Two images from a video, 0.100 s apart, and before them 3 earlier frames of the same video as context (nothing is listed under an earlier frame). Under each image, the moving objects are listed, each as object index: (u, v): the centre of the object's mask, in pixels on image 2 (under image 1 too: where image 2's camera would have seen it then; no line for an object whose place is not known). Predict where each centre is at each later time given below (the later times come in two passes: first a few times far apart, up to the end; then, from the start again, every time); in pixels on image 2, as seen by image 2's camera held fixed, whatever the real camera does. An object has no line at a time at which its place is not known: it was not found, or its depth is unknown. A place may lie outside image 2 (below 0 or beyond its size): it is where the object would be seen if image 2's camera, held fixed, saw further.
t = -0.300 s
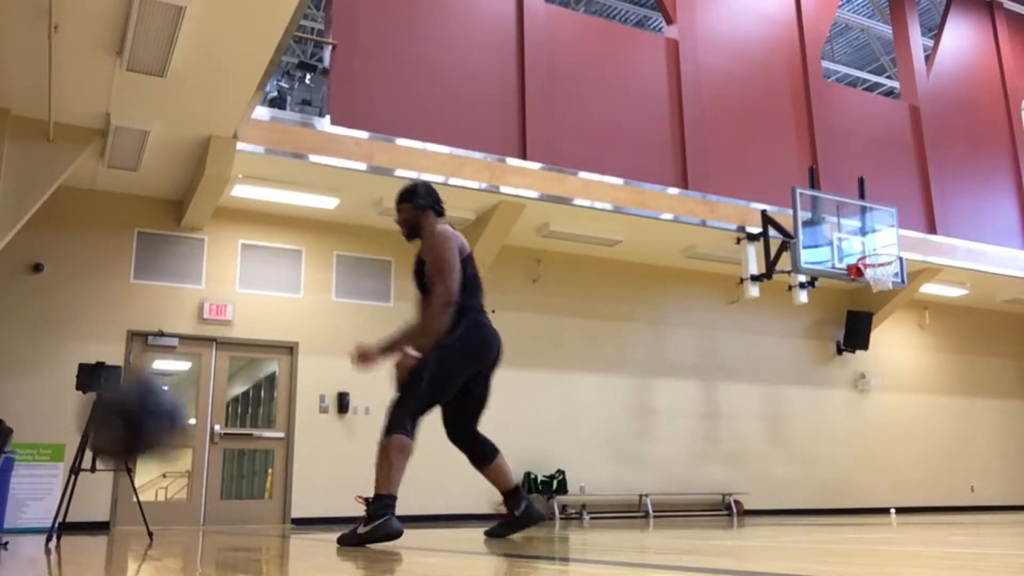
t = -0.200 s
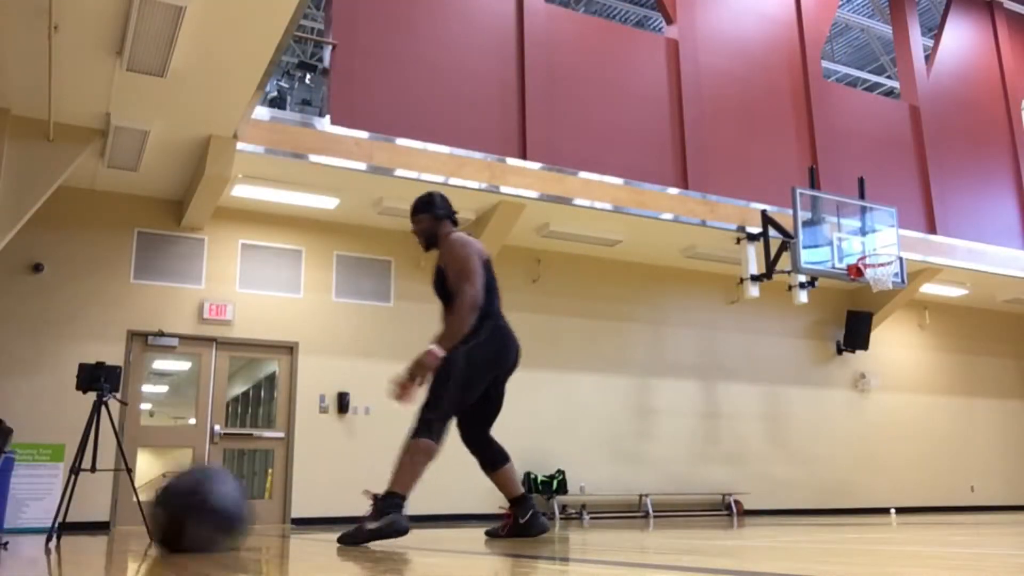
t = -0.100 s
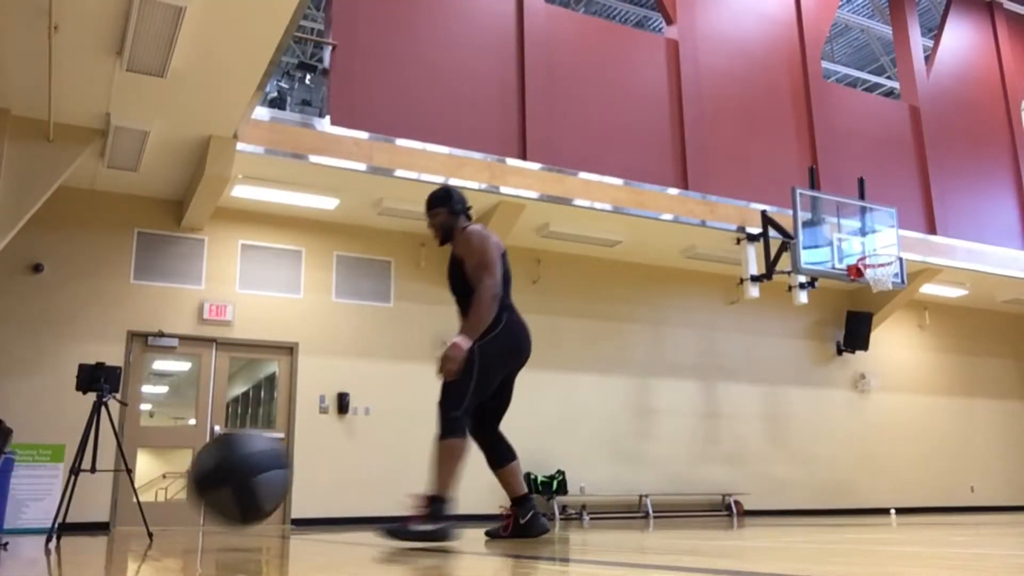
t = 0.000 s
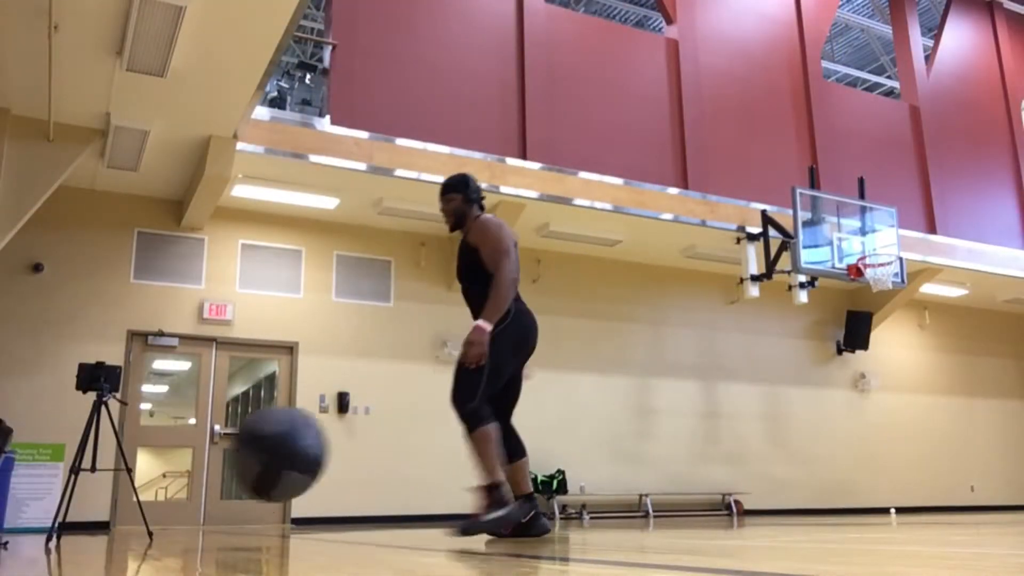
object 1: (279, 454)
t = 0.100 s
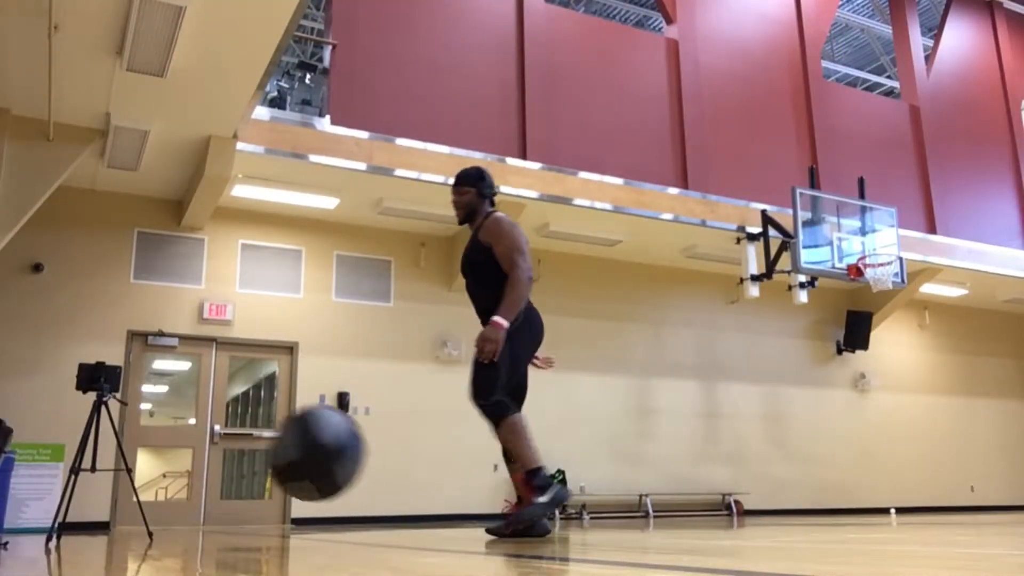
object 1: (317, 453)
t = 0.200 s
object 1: (355, 478)
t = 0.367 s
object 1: (423, 491)
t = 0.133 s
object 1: (329, 459)
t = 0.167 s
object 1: (343, 467)
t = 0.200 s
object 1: (355, 478)
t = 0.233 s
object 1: (370, 492)
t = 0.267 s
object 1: (387, 505)
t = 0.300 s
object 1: (400, 498)
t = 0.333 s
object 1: (411, 493)
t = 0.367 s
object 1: (423, 491)
